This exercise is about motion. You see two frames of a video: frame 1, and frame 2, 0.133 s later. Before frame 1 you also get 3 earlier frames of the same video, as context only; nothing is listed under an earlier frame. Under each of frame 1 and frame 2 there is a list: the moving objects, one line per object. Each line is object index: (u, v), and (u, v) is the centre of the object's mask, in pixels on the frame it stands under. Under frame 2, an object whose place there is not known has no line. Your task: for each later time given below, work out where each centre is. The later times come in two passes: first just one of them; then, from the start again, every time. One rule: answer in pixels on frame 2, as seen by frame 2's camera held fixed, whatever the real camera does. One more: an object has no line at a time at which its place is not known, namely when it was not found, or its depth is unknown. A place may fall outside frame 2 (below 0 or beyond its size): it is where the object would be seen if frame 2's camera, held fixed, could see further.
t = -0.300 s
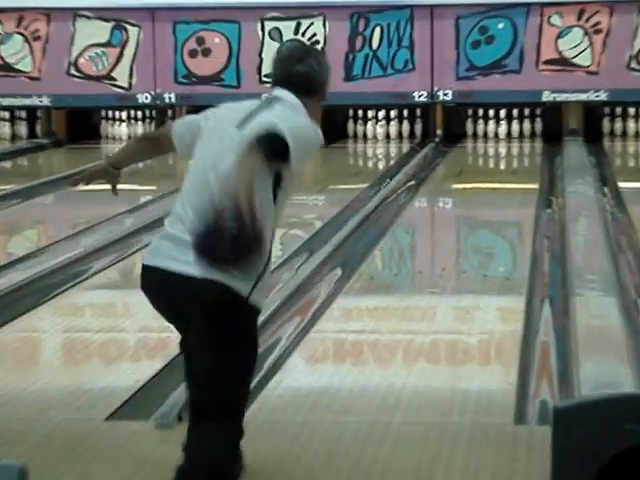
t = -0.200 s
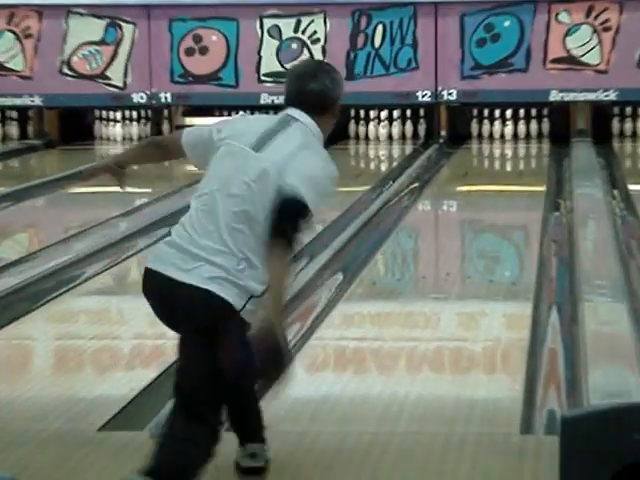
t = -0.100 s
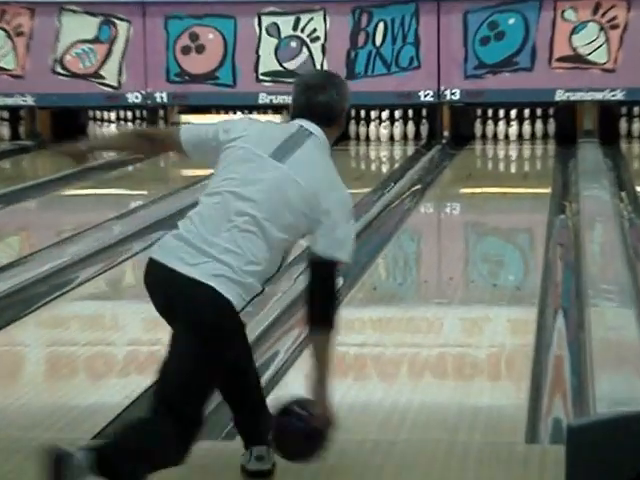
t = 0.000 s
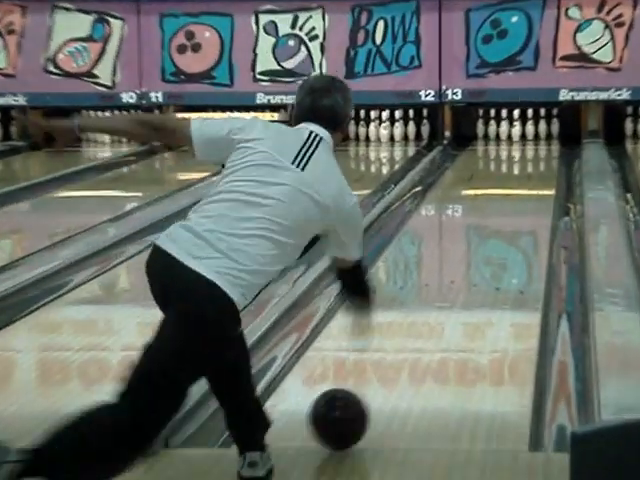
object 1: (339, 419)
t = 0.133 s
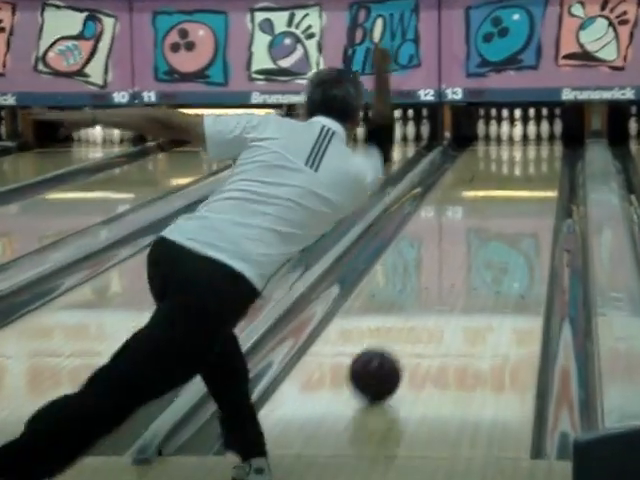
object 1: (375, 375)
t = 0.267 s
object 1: (404, 335)
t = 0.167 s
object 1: (383, 364)
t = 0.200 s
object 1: (391, 354)
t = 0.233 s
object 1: (398, 344)
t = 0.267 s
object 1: (404, 335)
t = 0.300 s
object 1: (410, 326)
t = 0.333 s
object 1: (417, 318)
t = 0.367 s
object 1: (422, 310)
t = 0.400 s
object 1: (427, 303)
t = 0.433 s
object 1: (433, 296)
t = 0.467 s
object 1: (437, 289)
